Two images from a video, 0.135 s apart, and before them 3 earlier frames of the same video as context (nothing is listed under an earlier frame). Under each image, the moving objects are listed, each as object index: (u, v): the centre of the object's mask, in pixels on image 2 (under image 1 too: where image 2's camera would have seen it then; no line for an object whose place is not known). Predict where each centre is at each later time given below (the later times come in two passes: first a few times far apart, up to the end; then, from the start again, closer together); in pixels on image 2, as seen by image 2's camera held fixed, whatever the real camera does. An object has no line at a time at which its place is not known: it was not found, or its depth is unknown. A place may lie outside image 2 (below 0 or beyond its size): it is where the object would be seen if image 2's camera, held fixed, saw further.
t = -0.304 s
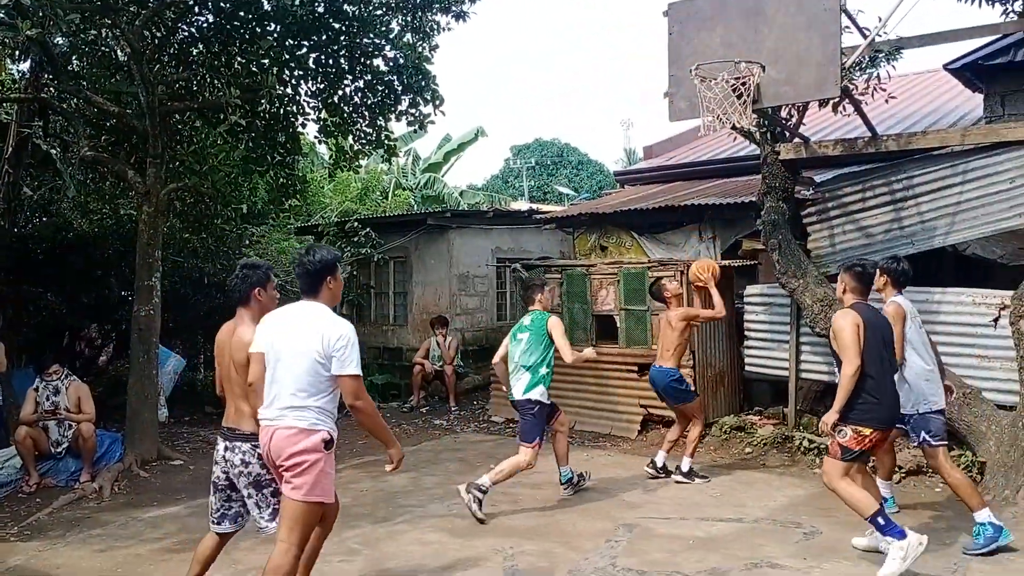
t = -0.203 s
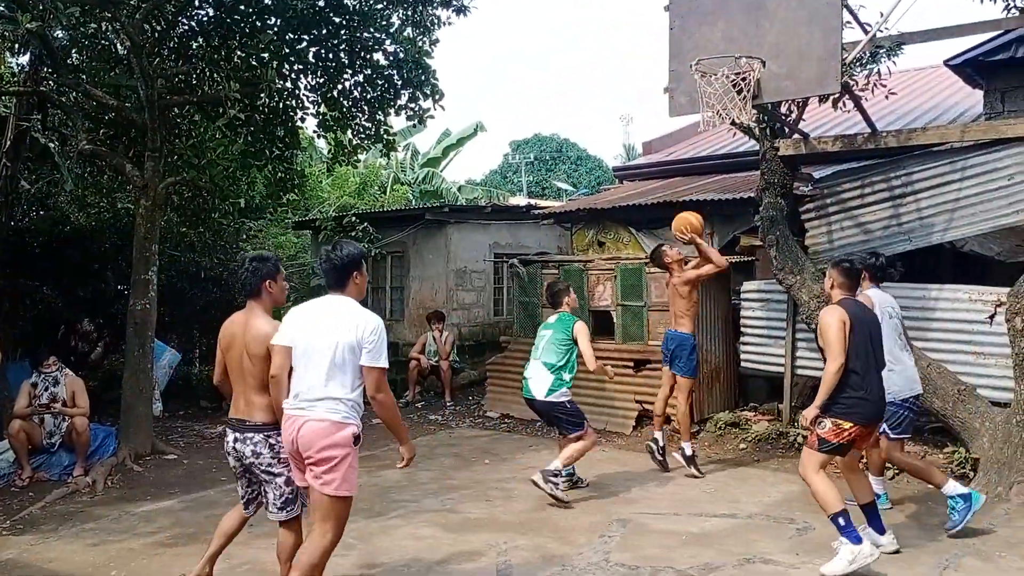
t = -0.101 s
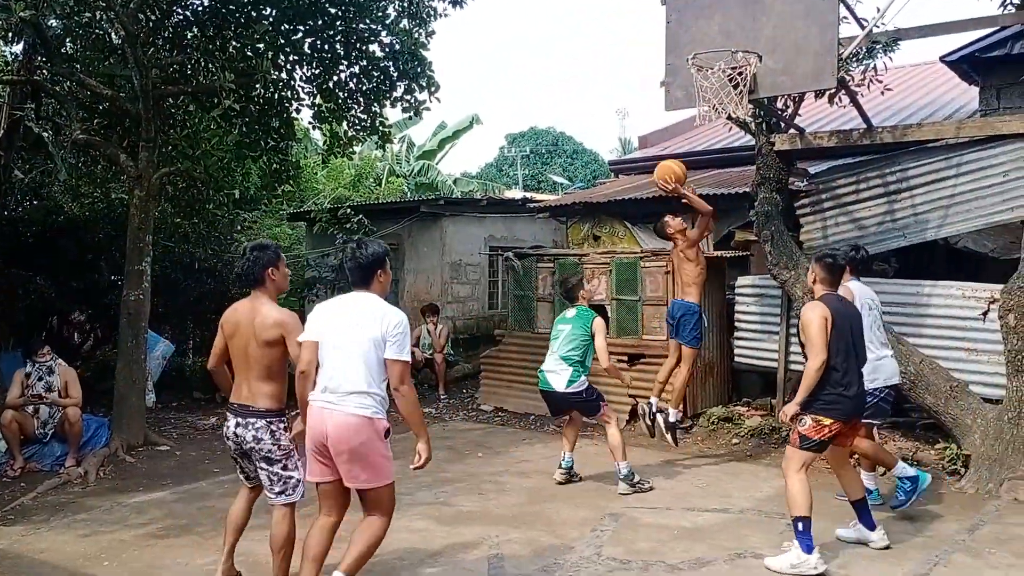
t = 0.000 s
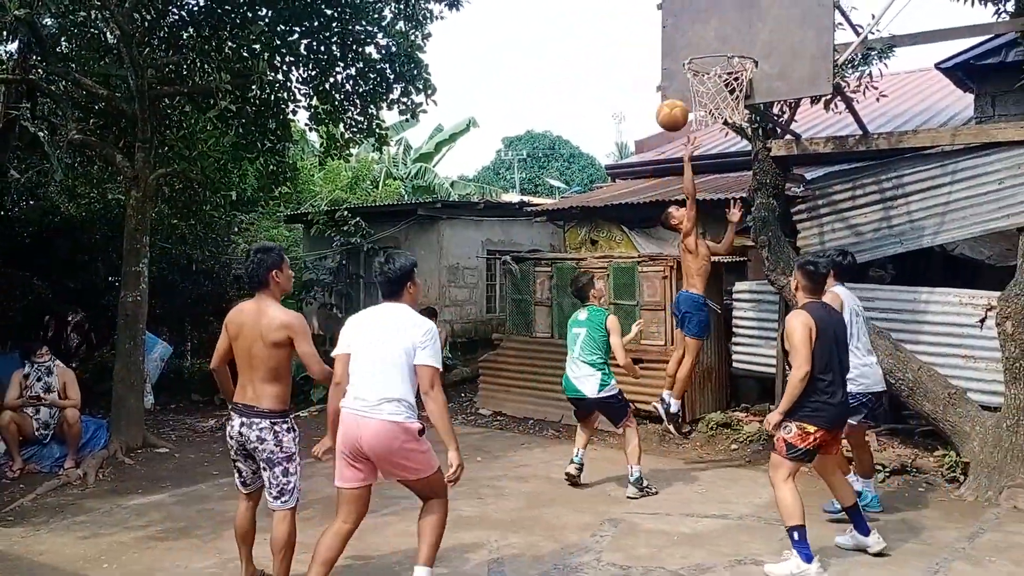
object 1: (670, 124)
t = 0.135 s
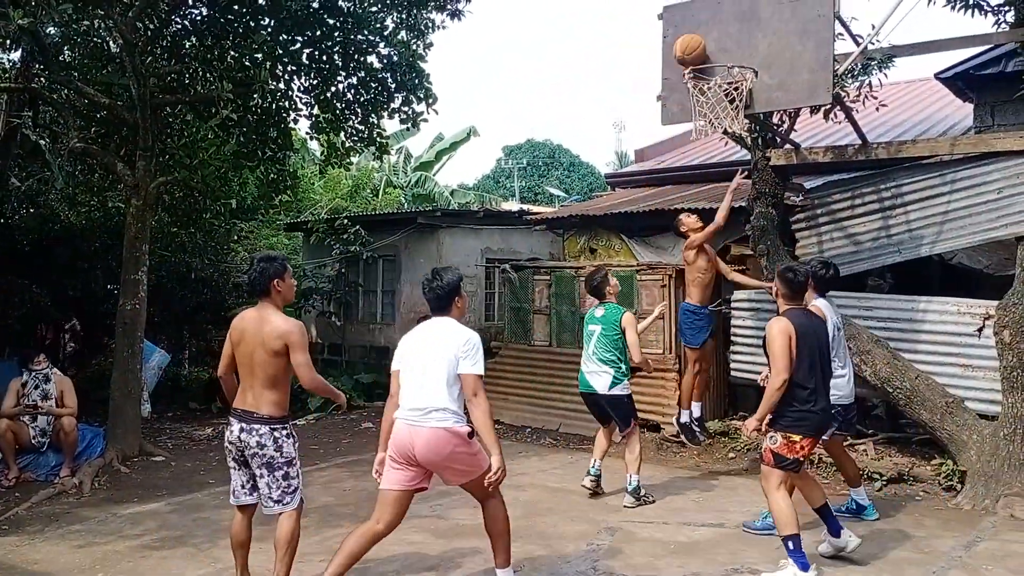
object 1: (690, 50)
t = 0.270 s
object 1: (704, 23)
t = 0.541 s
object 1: (740, 44)
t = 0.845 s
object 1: (732, 81)
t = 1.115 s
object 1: (720, 177)
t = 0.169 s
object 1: (695, 40)
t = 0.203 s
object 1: (699, 33)
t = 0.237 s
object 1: (700, 27)
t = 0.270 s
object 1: (704, 23)
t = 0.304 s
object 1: (710, 20)
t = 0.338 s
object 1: (716, 19)
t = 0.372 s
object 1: (719, 18)
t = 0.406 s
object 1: (721, 20)
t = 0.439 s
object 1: (725, 23)
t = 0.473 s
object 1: (731, 28)
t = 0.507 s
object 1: (736, 35)
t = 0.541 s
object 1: (740, 44)
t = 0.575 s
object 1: (744, 52)
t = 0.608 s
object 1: (741, 51)
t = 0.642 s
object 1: (740, 50)
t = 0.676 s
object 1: (739, 50)
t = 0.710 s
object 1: (739, 50)
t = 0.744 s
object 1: (738, 53)
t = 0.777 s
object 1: (736, 58)
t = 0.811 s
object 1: (732, 70)
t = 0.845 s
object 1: (732, 81)
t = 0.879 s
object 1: (730, 89)
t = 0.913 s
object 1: (729, 100)
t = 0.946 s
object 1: (727, 110)
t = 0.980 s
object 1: (725, 120)
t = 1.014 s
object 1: (724, 132)
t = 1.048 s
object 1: (723, 147)
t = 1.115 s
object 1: (720, 177)
